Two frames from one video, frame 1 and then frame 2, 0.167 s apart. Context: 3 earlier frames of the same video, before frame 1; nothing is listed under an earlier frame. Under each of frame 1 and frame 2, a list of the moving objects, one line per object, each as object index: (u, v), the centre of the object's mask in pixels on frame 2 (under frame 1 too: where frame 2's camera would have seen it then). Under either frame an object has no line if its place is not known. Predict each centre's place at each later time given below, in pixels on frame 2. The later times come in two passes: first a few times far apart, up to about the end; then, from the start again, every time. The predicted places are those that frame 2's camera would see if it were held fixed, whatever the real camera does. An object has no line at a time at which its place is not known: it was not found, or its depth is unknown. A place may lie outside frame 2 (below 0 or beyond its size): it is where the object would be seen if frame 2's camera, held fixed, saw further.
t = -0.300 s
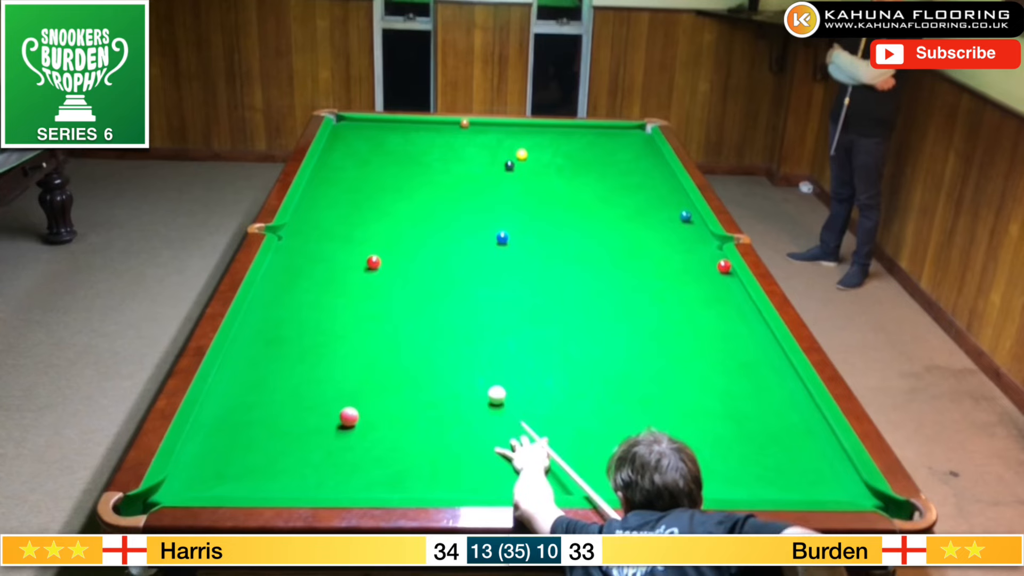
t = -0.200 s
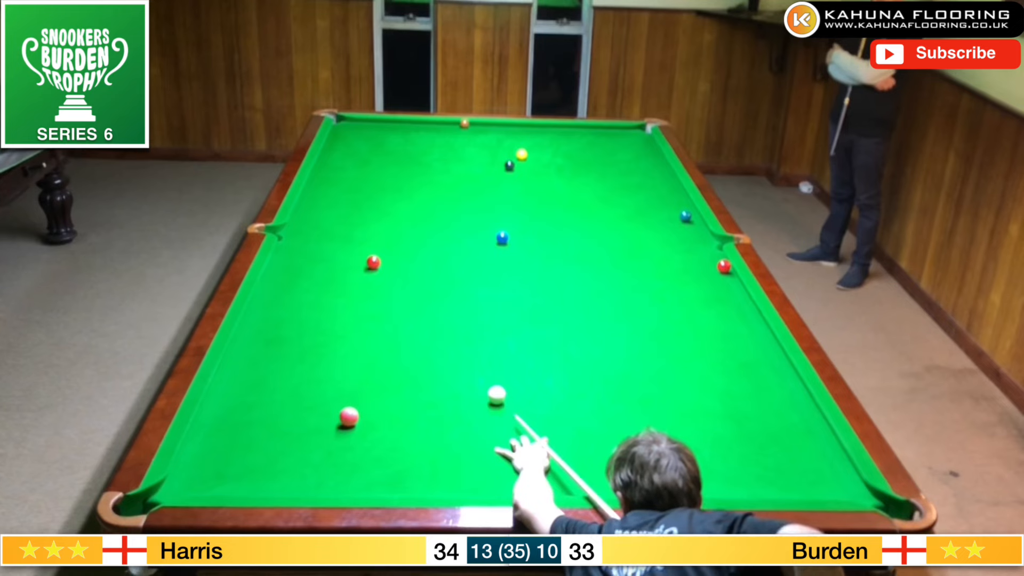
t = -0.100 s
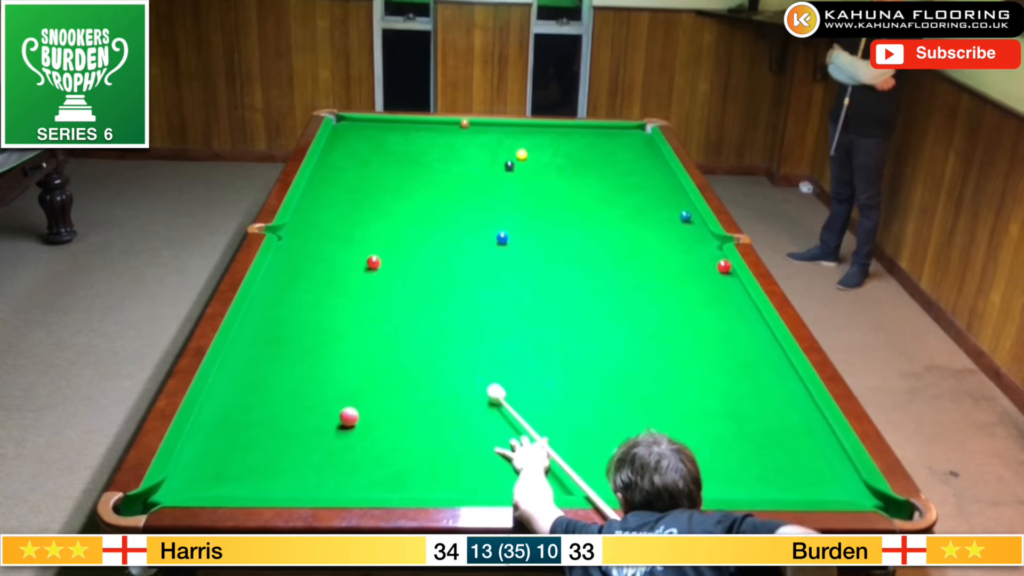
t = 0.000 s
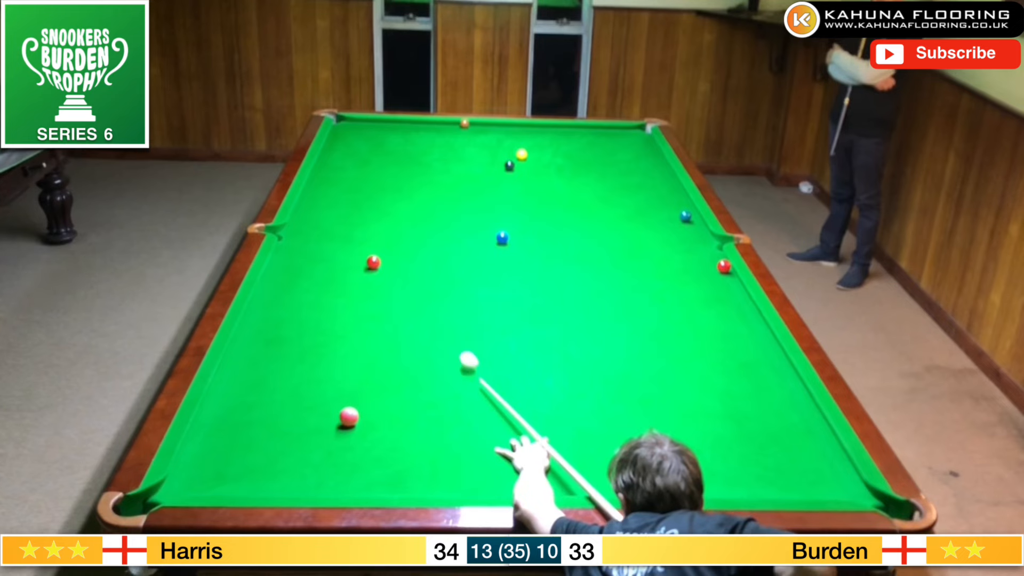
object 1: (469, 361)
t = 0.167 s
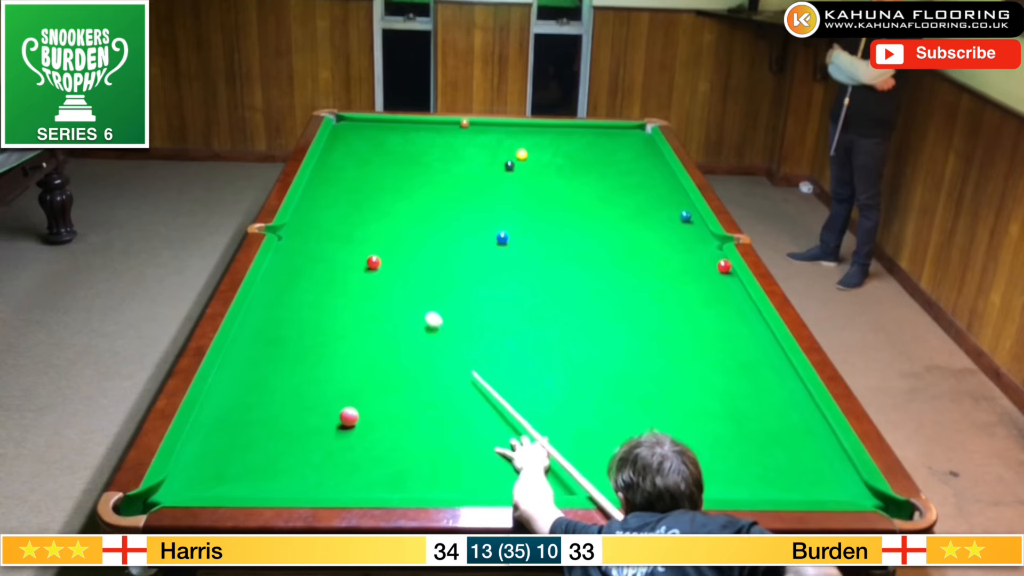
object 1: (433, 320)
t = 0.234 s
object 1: (421, 306)
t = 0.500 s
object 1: (390, 262)
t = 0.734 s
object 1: (407, 241)
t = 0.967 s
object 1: (420, 222)
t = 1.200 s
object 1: (431, 205)
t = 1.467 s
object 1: (442, 188)
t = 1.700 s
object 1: (451, 174)
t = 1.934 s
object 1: (459, 162)
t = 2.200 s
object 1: (467, 150)
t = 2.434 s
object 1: (474, 141)
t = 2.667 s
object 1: (480, 132)
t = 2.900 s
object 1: (484, 125)
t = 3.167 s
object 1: (489, 128)
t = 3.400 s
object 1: (492, 132)
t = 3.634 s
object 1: (495, 137)
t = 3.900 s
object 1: (498, 141)
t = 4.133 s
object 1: (501, 145)
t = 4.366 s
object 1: (503, 148)
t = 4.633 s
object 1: (505, 152)
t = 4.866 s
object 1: (507, 154)
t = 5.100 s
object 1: (508, 157)
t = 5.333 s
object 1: (509, 158)
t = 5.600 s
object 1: (511, 159)
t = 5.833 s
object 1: (513, 160)
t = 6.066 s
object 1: (512, 161)
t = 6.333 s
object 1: (512, 161)
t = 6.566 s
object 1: (512, 161)
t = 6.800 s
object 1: (513, 160)
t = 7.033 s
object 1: (513, 160)
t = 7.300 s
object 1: (513, 160)
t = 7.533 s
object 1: (512, 160)
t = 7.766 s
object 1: (512, 160)
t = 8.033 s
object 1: (513, 160)
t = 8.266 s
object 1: (513, 161)
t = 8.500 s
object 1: (512, 161)
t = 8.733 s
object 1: (512, 161)
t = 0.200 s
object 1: (427, 313)
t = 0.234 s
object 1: (421, 306)
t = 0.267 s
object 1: (416, 300)
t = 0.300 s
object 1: (410, 293)
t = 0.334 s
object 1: (404, 287)
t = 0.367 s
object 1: (399, 281)
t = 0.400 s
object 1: (394, 275)
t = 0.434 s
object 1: (389, 270)
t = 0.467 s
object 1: (386, 264)
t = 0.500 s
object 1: (390, 262)
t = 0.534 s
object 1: (394, 259)
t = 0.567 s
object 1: (397, 256)
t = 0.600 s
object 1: (399, 253)
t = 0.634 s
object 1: (402, 250)
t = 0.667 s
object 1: (403, 247)
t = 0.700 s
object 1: (405, 244)
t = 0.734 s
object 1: (407, 241)
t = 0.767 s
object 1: (409, 238)
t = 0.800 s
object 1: (411, 235)
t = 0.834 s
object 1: (413, 233)
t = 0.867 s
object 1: (415, 230)
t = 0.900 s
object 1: (416, 227)
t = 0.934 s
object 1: (418, 224)
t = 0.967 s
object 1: (420, 222)
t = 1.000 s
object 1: (421, 219)
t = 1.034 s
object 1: (423, 217)
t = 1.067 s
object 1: (425, 214)
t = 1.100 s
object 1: (426, 212)
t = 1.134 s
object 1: (428, 210)
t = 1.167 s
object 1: (429, 207)
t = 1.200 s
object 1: (431, 205)
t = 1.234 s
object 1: (432, 202)
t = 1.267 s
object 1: (434, 200)
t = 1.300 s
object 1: (435, 198)
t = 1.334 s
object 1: (437, 196)
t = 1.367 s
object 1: (438, 194)
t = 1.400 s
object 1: (439, 192)
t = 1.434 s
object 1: (441, 190)
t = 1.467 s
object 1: (442, 188)
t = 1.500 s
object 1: (443, 186)
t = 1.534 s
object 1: (445, 184)
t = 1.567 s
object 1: (446, 182)
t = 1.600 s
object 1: (447, 180)
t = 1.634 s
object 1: (448, 178)
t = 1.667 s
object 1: (450, 176)
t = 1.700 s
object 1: (451, 174)
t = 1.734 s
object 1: (452, 173)
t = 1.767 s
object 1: (453, 171)
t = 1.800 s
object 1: (454, 169)
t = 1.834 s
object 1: (455, 167)
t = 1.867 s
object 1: (457, 166)
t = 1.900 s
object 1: (458, 164)
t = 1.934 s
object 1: (459, 162)
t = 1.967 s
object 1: (460, 161)
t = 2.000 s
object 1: (461, 159)
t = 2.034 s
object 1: (462, 158)
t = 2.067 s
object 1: (463, 156)
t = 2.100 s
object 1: (464, 155)
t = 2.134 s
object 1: (465, 153)
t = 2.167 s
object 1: (466, 152)
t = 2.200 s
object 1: (467, 150)
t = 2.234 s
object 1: (468, 149)
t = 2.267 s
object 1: (469, 147)
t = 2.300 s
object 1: (470, 146)
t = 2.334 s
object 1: (471, 145)
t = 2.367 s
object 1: (472, 143)
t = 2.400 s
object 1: (473, 142)
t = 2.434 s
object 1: (474, 141)
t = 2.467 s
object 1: (474, 139)
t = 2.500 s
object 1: (475, 138)
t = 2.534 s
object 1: (476, 137)
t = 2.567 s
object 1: (477, 136)
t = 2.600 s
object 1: (478, 135)
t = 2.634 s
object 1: (479, 133)
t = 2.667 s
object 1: (480, 132)
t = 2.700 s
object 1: (480, 131)
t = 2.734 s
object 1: (481, 130)
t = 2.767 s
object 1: (482, 129)
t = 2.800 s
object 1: (482, 128)
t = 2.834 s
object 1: (483, 127)
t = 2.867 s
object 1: (484, 126)
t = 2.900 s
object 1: (484, 125)
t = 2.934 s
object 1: (485, 124)
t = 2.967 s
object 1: (486, 124)
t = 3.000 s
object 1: (486, 124)
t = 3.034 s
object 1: (487, 125)
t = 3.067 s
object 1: (487, 126)
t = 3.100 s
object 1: (488, 126)
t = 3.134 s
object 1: (488, 127)
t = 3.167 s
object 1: (489, 128)
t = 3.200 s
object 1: (489, 129)
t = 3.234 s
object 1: (490, 129)
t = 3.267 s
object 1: (490, 130)
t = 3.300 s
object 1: (491, 130)
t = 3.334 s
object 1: (491, 131)
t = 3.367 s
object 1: (492, 132)
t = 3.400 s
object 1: (492, 132)
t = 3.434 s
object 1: (493, 133)
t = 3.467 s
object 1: (493, 133)
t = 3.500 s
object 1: (494, 134)
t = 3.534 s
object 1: (494, 135)
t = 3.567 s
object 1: (494, 135)
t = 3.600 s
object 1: (495, 136)
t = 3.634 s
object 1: (495, 137)
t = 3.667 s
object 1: (496, 137)
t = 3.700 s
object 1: (496, 138)
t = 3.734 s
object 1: (497, 138)
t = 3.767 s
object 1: (497, 139)
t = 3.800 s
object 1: (497, 140)
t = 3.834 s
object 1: (498, 140)
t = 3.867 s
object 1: (498, 141)
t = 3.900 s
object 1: (498, 141)
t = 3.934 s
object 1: (499, 142)
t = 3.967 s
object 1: (499, 143)
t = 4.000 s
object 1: (499, 143)
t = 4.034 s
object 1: (500, 144)
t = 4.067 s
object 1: (500, 144)
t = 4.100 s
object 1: (501, 145)
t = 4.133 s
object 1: (501, 145)
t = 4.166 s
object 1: (501, 146)
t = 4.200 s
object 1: (502, 146)
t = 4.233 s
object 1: (502, 147)
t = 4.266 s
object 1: (502, 147)
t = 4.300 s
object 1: (502, 147)
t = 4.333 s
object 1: (503, 148)
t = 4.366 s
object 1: (503, 148)
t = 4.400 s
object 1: (503, 149)
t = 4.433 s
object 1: (504, 149)
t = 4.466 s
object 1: (504, 150)
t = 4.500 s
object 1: (504, 150)
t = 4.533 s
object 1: (505, 151)
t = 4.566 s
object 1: (505, 151)
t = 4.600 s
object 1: (505, 151)
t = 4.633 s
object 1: (505, 152)
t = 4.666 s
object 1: (506, 152)
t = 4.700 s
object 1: (506, 153)
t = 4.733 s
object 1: (506, 153)
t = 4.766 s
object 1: (506, 154)
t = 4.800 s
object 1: (506, 154)
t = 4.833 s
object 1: (507, 154)
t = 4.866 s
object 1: (507, 154)
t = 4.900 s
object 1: (507, 155)
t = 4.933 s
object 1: (507, 155)
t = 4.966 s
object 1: (508, 156)
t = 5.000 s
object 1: (508, 156)
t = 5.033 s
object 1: (508, 156)
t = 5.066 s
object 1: (508, 157)
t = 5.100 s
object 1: (508, 157)
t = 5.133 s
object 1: (508, 157)
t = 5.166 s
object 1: (508, 157)
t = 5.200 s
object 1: (508, 157)
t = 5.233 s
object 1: (509, 157)
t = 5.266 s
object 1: (509, 157)
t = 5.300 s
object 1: (509, 158)
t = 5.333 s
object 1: (509, 158)
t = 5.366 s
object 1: (510, 158)
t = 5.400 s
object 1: (510, 158)
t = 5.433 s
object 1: (510, 159)
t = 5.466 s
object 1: (510, 159)
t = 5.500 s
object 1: (510, 159)
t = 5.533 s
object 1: (511, 159)
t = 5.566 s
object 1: (511, 159)
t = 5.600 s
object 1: (511, 159)
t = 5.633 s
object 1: (512, 160)
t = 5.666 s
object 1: (512, 160)
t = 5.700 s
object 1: (512, 160)
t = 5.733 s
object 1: (512, 160)
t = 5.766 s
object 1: (512, 160)
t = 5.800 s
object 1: (512, 160)
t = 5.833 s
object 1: (513, 160)
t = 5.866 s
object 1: (512, 160)
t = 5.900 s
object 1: (513, 161)
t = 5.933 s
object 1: (513, 161)
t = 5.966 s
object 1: (513, 161)
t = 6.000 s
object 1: (513, 161)
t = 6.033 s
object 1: (513, 161)
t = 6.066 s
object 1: (512, 161)
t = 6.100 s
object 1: (513, 161)
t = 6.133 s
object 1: (513, 161)
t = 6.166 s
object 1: (513, 161)
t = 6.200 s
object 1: (513, 161)
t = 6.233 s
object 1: (513, 161)
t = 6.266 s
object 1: (512, 160)
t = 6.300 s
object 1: (512, 160)
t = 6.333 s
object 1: (512, 161)
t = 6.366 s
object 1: (512, 160)
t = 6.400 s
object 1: (512, 161)
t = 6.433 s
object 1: (512, 161)
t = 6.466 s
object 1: (512, 161)
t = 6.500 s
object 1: (512, 161)
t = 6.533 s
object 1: (512, 161)
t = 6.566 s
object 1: (512, 161)
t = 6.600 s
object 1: (512, 161)
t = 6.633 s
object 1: (513, 161)
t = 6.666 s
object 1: (512, 161)
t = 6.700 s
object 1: (513, 160)
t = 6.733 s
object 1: (513, 160)
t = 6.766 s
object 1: (513, 160)
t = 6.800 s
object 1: (513, 160)
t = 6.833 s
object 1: (513, 160)
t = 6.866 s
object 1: (513, 160)
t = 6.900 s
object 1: (513, 160)
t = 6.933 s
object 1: (513, 161)
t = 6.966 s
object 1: (513, 160)
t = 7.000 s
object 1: (513, 160)
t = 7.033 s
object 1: (513, 160)
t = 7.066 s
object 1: (513, 160)
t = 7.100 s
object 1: (513, 160)
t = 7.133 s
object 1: (513, 160)
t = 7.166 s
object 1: (513, 160)
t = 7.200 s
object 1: (513, 160)
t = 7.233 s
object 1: (513, 160)
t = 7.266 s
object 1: (513, 160)
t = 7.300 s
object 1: (513, 160)
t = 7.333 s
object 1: (513, 160)
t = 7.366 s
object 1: (513, 160)
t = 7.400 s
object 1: (513, 160)
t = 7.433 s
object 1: (513, 160)
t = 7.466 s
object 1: (513, 160)
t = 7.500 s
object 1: (513, 160)
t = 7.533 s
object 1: (512, 160)
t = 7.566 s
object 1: (513, 160)
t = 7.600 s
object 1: (513, 160)
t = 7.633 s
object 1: (512, 160)
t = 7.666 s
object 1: (512, 160)
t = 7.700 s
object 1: (512, 160)
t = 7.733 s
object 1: (512, 160)
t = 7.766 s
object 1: (512, 160)
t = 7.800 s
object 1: (512, 160)
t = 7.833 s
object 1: (512, 160)
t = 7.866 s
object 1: (512, 160)
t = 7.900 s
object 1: (512, 160)
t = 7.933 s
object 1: (512, 160)
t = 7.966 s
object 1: (512, 160)
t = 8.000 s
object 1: (513, 161)
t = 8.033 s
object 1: (513, 160)
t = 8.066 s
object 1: (513, 160)
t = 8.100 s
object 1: (513, 161)
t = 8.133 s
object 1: (513, 160)
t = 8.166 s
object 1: (513, 161)
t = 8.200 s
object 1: (513, 161)
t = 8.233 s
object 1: (513, 161)
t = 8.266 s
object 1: (513, 161)
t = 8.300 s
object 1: (512, 161)
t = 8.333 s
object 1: (513, 161)
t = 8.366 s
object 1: (513, 161)
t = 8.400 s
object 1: (513, 161)
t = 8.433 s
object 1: (513, 161)
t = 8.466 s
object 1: (513, 161)
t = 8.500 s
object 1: (512, 161)
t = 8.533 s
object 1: (512, 160)
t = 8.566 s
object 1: (512, 161)
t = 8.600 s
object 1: (512, 161)
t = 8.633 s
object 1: (512, 161)
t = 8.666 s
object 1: (512, 161)
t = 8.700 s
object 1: (513, 160)
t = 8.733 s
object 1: (512, 161)
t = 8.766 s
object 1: (513, 161)
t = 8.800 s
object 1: (513, 161)
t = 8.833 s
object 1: (513, 161)
